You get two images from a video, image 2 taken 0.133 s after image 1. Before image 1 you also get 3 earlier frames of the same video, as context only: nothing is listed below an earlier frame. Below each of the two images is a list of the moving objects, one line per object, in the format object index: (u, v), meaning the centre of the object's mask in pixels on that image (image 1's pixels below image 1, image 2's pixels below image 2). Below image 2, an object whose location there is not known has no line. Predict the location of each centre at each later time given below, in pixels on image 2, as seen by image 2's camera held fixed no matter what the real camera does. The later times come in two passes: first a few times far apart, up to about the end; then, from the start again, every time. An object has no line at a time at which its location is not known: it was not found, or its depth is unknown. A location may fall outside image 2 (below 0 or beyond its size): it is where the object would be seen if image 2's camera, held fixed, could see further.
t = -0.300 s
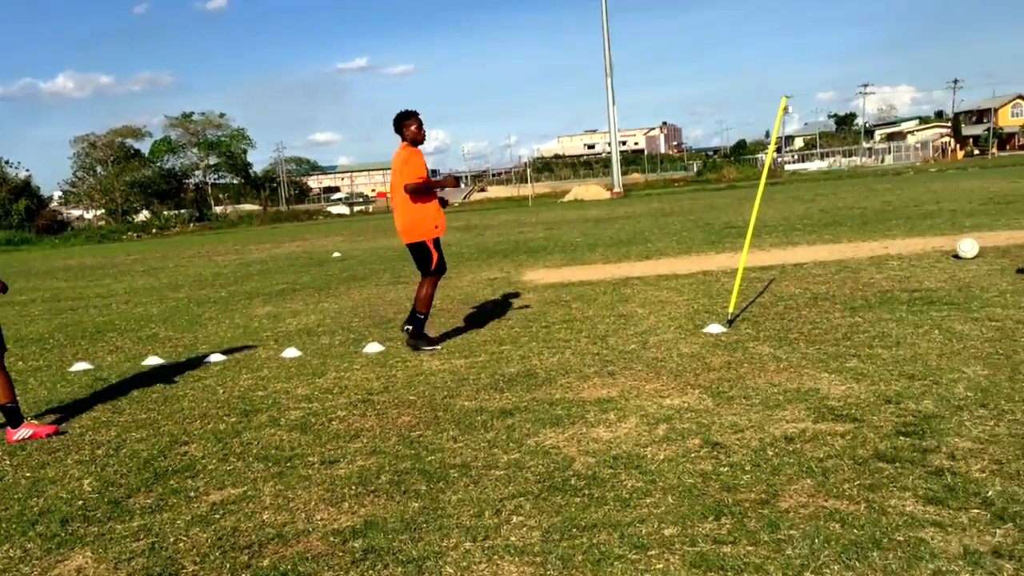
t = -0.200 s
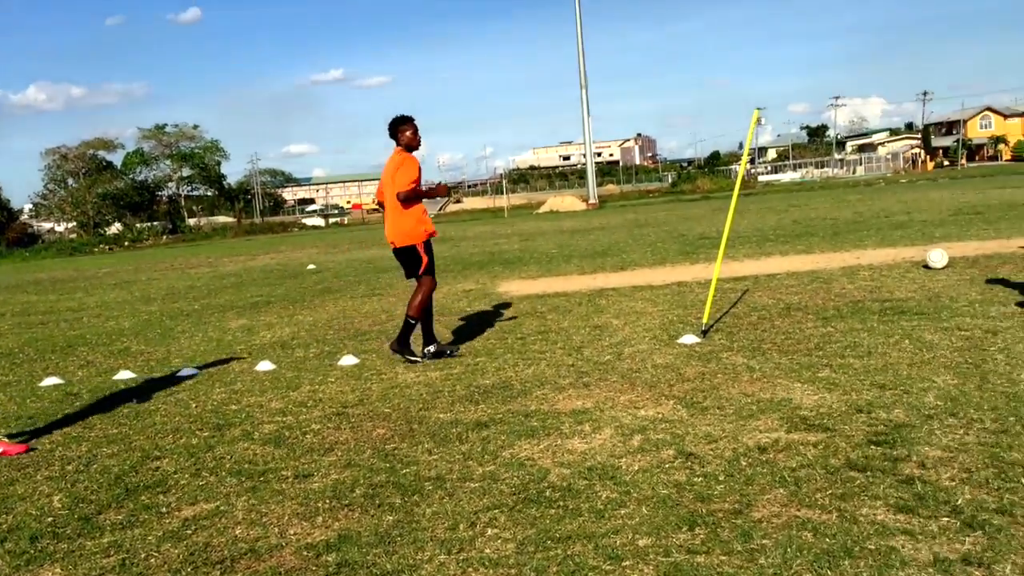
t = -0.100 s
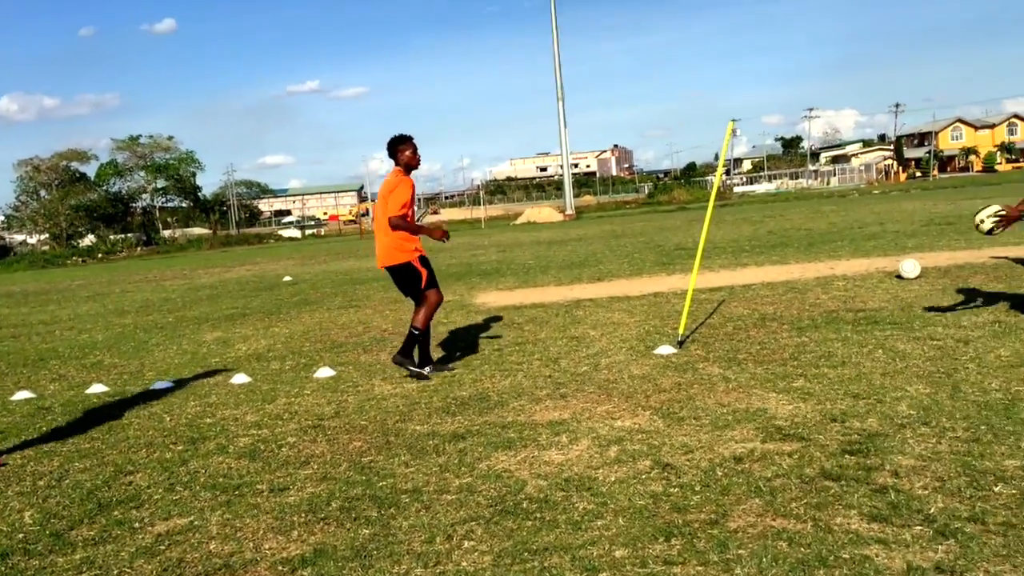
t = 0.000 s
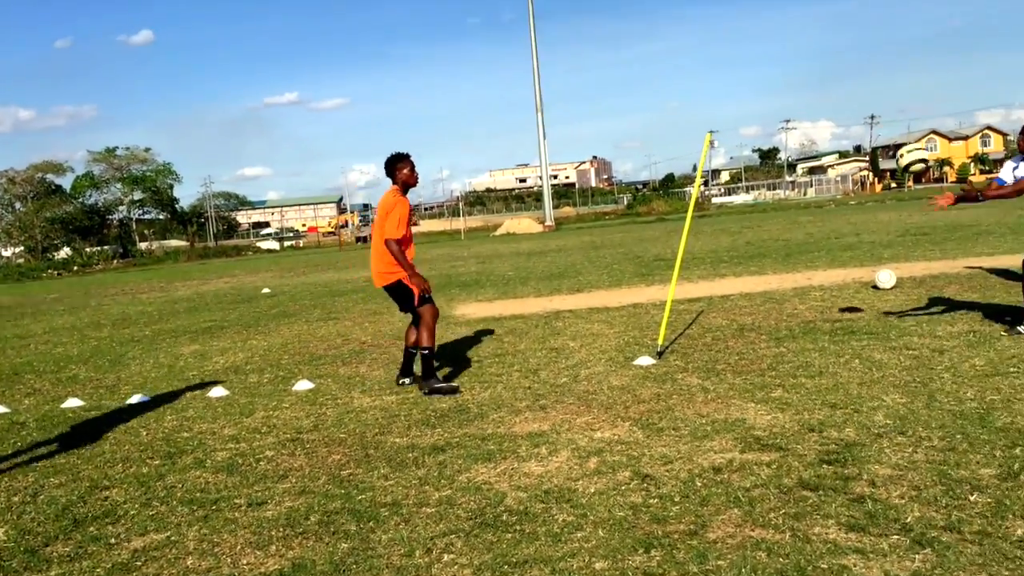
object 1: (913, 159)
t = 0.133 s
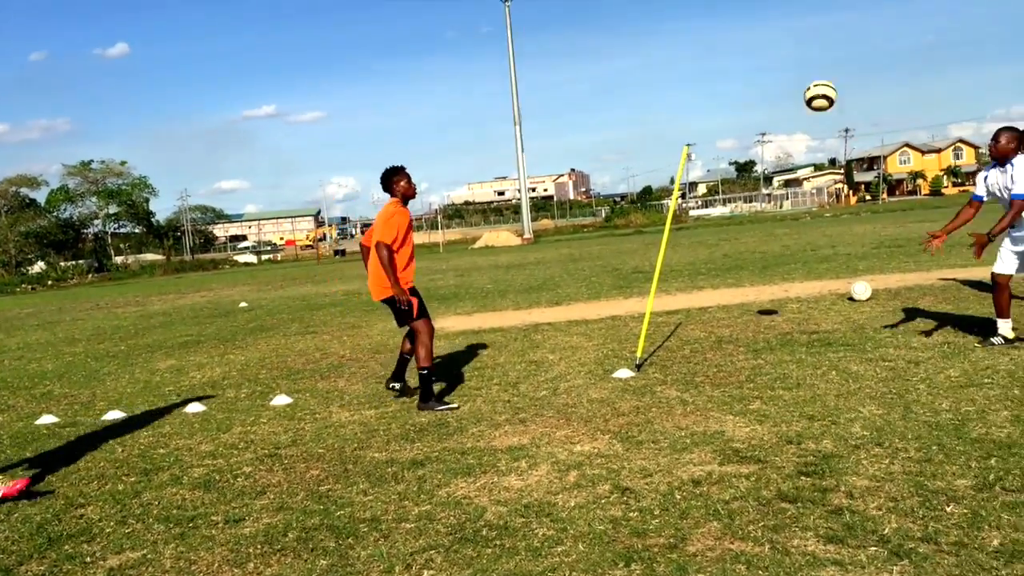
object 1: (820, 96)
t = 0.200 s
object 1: (788, 66)
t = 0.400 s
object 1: (695, 16)
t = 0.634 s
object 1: (595, 24)
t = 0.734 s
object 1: (555, 51)
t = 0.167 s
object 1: (804, 80)
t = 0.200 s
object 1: (788, 66)
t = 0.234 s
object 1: (772, 54)
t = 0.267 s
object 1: (756, 44)
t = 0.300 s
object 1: (740, 34)
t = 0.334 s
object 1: (725, 27)
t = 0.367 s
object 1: (709, 20)
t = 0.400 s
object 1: (695, 16)
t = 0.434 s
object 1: (679, 13)
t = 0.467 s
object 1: (664, 11)
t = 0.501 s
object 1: (650, 11)
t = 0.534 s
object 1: (636, 12)
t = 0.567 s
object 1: (622, 14)
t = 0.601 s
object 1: (609, 18)
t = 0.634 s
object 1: (595, 24)
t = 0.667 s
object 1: (582, 32)
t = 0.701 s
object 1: (568, 40)
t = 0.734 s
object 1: (555, 51)
